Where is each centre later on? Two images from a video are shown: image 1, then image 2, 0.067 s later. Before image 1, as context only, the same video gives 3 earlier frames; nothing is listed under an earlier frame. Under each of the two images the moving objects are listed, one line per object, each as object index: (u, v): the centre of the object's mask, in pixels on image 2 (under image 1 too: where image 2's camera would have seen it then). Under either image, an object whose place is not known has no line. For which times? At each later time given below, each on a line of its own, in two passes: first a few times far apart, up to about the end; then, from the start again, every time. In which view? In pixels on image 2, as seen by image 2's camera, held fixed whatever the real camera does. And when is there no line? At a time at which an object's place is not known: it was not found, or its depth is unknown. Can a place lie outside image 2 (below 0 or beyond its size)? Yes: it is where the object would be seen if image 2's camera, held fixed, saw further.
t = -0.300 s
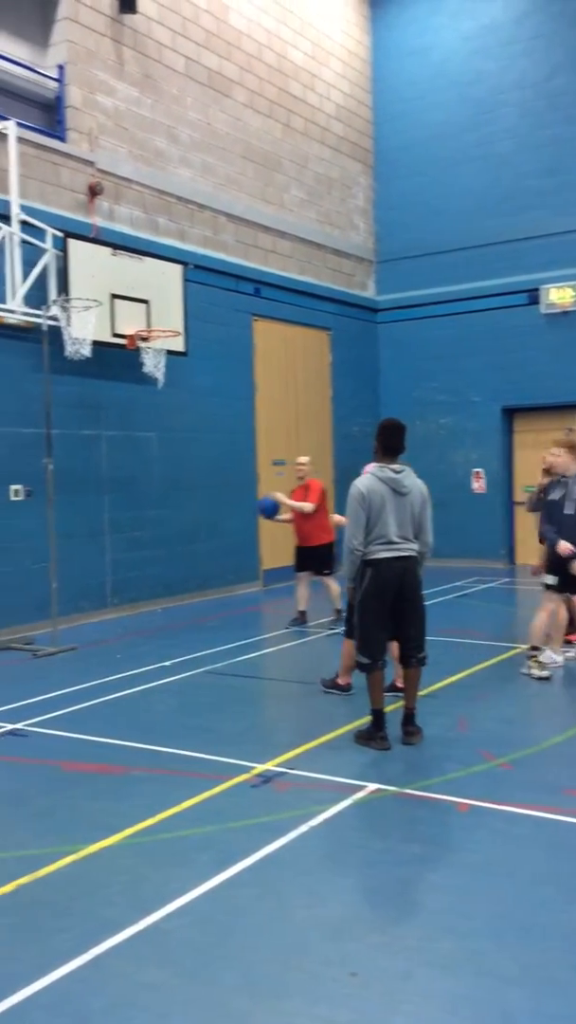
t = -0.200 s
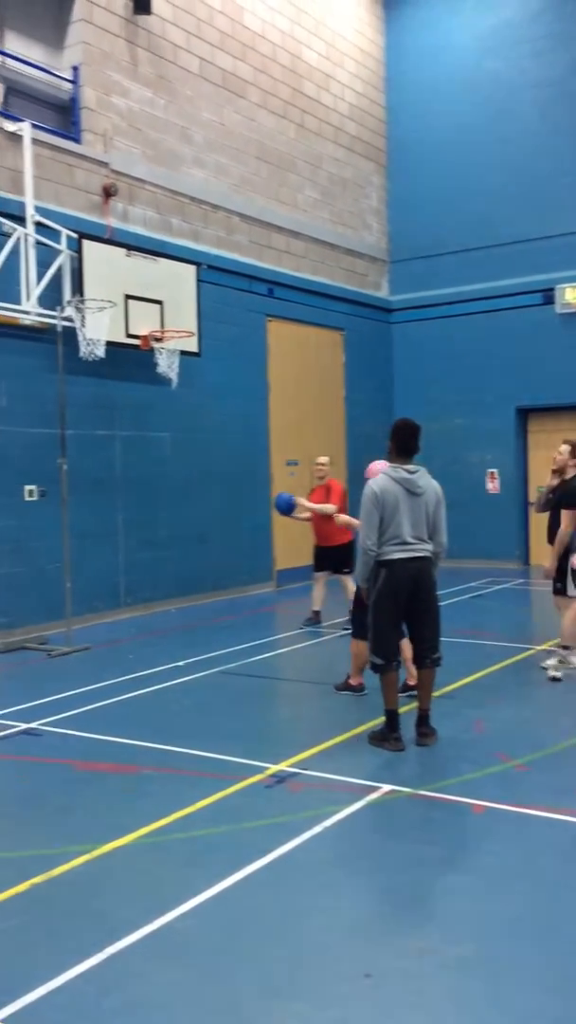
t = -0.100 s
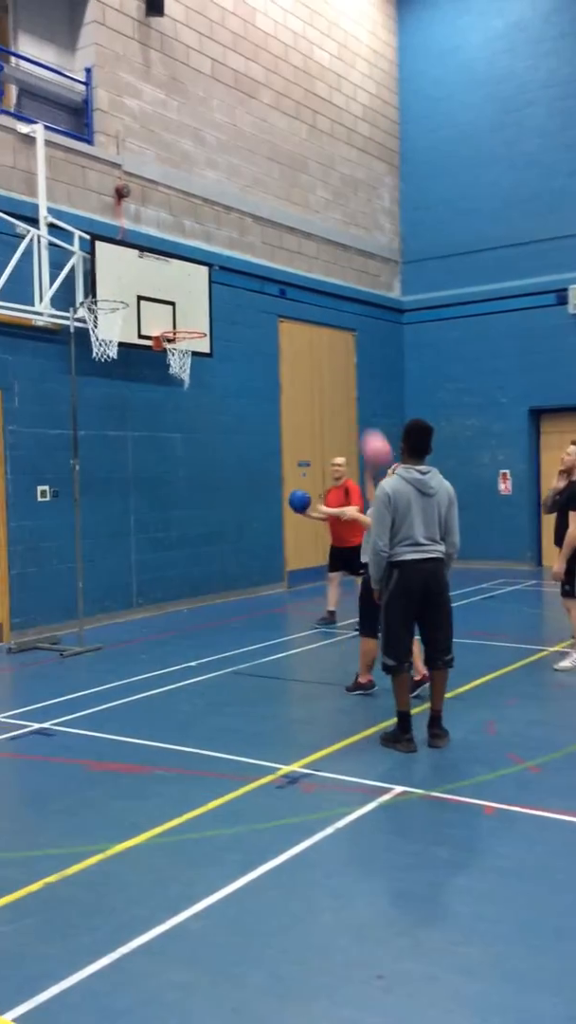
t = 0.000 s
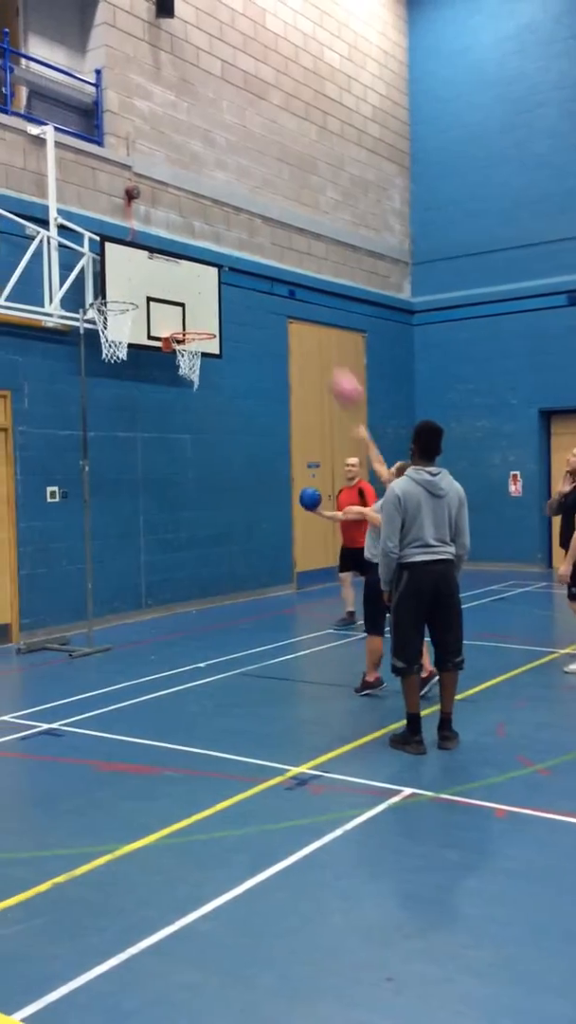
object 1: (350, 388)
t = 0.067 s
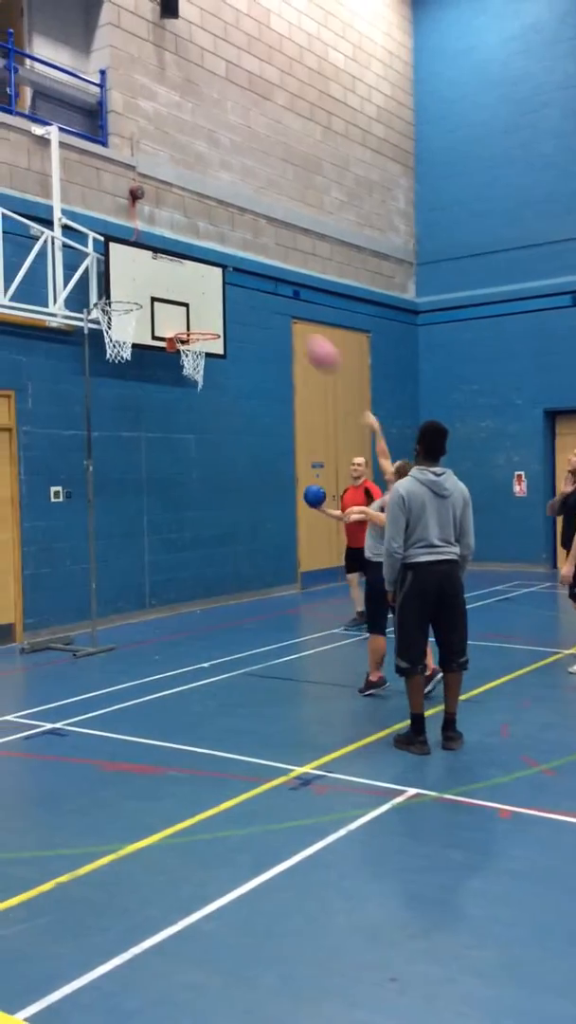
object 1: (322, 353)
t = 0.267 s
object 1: (246, 289)
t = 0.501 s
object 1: (172, 285)
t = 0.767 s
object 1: (196, 299)
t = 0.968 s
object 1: (253, 339)
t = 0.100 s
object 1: (308, 337)
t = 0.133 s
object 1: (293, 322)
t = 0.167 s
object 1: (282, 312)
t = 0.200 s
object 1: (270, 303)
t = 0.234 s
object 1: (258, 295)
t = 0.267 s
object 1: (246, 289)
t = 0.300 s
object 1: (235, 284)
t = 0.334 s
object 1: (223, 281)
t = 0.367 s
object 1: (213, 279)
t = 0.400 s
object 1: (201, 280)
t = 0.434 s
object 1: (191, 279)
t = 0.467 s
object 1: (181, 281)
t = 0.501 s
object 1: (172, 285)
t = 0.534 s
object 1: (162, 287)
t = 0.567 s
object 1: (153, 293)
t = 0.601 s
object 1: (150, 297)
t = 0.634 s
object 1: (158, 295)
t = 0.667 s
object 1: (168, 294)
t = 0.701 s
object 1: (177, 294)
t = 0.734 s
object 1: (186, 296)
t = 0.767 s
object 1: (196, 299)
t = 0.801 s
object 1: (204, 303)
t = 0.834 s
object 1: (215, 309)
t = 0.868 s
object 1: (225, 314)
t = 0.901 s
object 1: (235, 321)
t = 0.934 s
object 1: (244, 329)
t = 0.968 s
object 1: (253, 339)
